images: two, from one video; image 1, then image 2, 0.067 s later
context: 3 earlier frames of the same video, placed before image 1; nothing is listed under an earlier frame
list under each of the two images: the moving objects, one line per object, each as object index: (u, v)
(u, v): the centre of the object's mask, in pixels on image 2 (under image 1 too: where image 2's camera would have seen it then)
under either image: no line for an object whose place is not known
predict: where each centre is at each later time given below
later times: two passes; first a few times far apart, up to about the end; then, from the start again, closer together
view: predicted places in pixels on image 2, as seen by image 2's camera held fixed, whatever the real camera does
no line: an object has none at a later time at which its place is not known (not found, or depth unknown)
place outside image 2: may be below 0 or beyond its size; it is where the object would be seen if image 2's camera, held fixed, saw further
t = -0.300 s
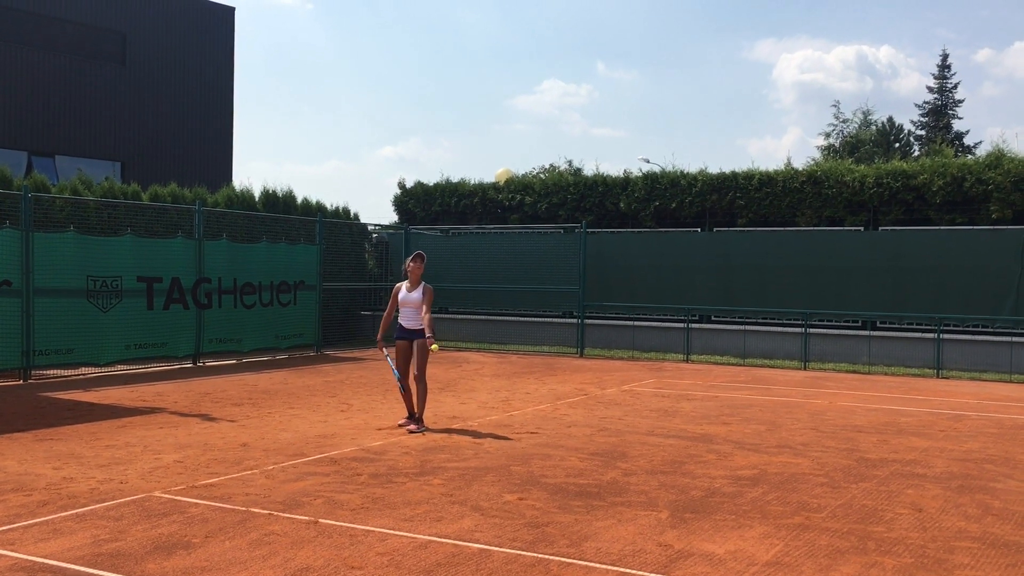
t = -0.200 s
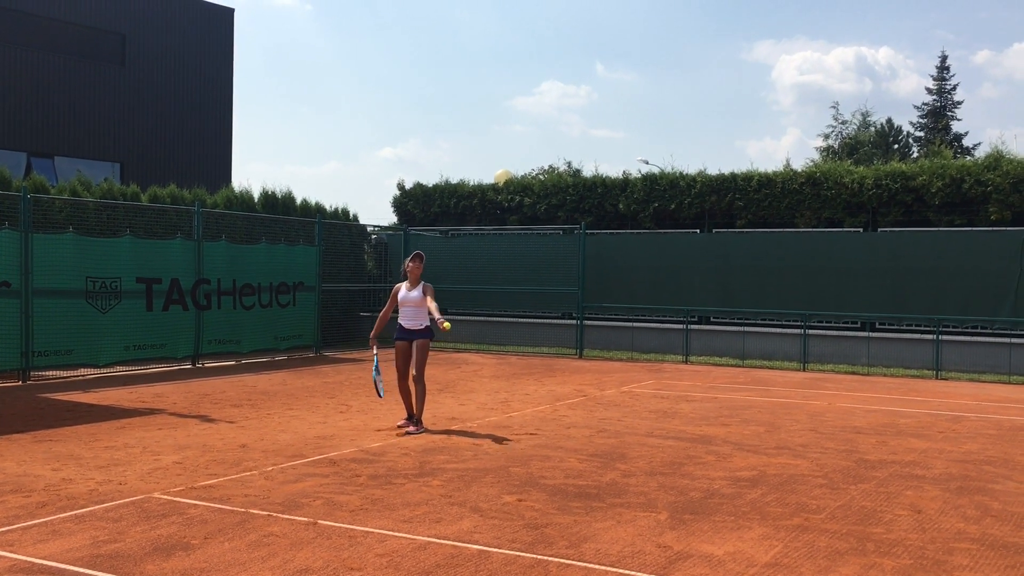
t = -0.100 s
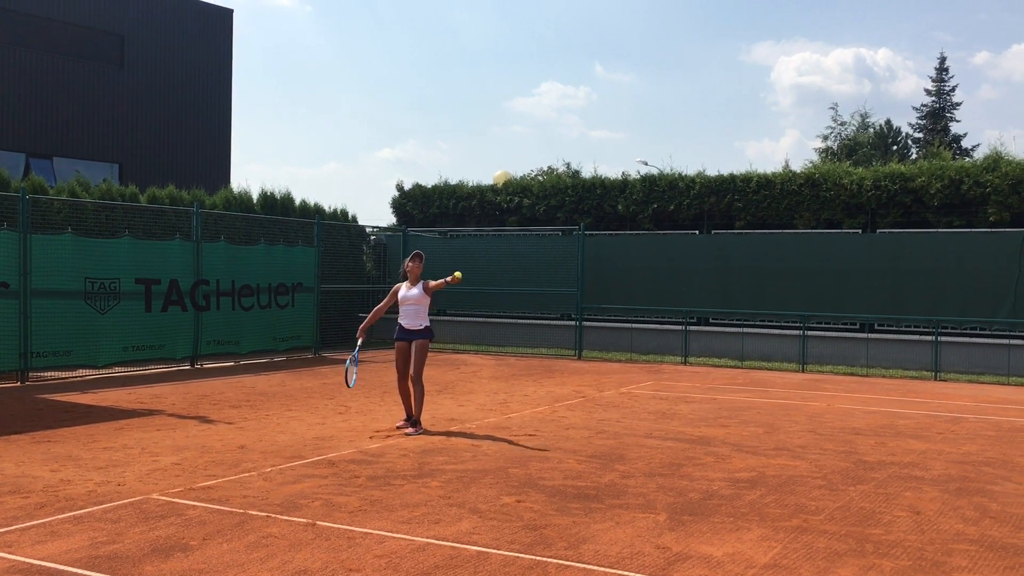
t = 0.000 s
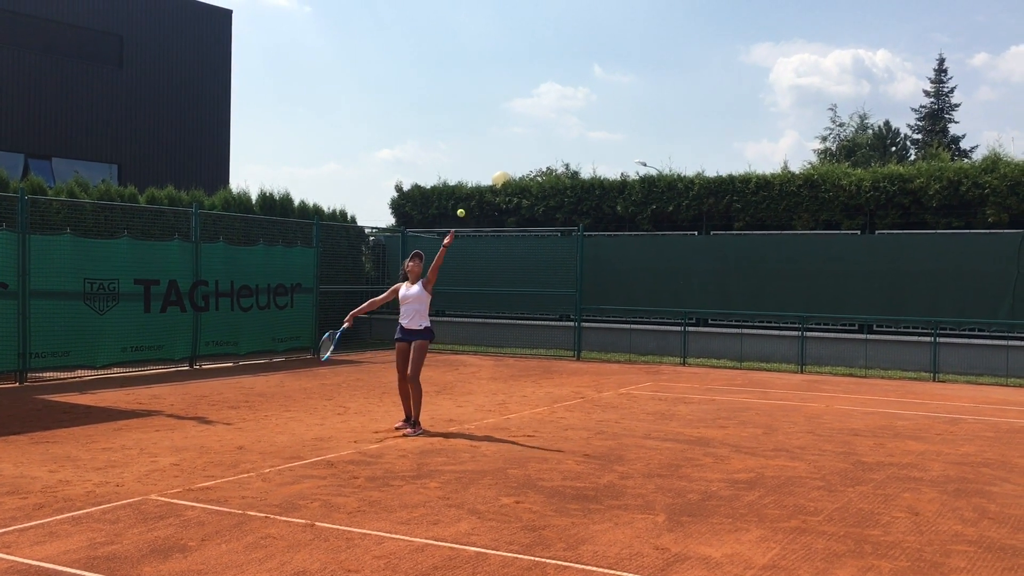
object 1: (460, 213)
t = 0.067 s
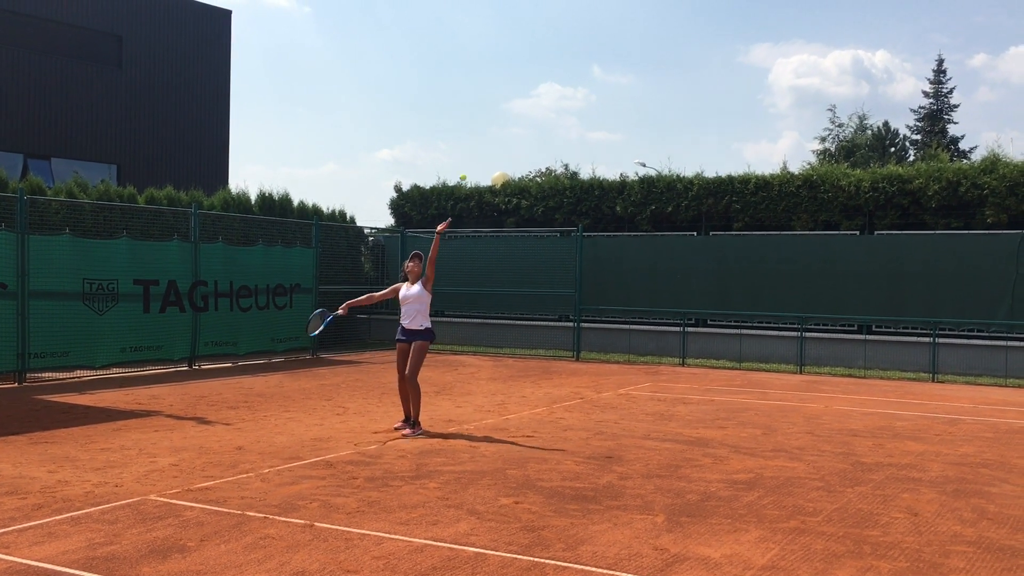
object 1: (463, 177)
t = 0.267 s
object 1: (469, 99)
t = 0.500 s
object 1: (476, 61)
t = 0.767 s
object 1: (482, 86)
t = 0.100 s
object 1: (464, 161)
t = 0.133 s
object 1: (465, 146)
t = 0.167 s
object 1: (466, 133)
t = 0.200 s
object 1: (467, 120)
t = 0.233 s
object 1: (468, 109)
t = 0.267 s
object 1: (469, 99)
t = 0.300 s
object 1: (470, 90)
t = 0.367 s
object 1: (472, 75)
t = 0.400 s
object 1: (473, 70)
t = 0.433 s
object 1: (474, 66)
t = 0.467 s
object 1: (475, 63)
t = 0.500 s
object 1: (476, 61)
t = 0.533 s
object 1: (477, 60)
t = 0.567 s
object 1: (478, 60)
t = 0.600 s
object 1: (479, 62)
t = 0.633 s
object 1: (479, 64)
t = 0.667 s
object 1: (480, 68)
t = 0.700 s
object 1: (481, 73)
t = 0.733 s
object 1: (482, 79)
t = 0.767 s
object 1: (482, 86)
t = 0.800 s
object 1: (483, 93)
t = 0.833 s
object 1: (483, 102)
